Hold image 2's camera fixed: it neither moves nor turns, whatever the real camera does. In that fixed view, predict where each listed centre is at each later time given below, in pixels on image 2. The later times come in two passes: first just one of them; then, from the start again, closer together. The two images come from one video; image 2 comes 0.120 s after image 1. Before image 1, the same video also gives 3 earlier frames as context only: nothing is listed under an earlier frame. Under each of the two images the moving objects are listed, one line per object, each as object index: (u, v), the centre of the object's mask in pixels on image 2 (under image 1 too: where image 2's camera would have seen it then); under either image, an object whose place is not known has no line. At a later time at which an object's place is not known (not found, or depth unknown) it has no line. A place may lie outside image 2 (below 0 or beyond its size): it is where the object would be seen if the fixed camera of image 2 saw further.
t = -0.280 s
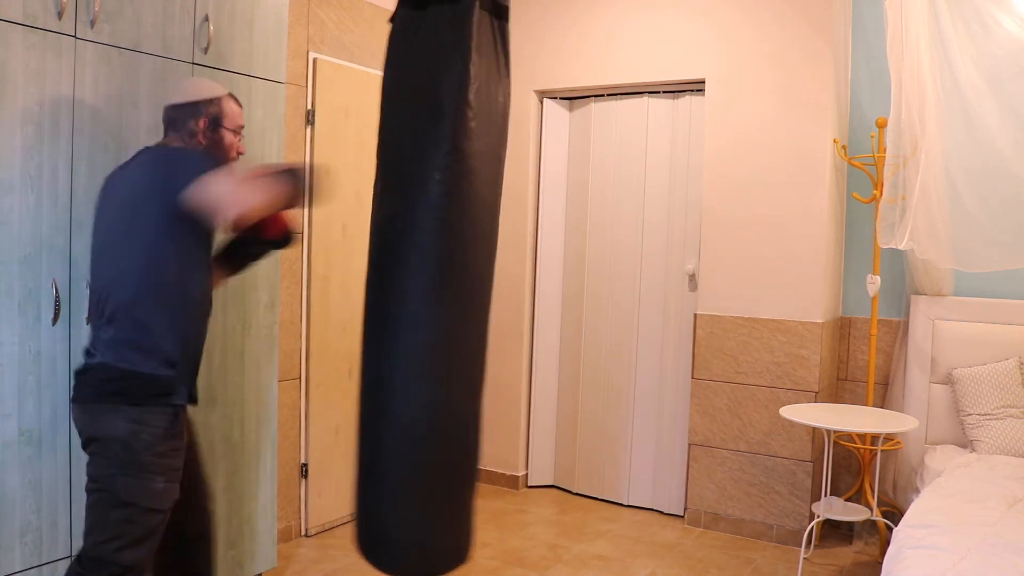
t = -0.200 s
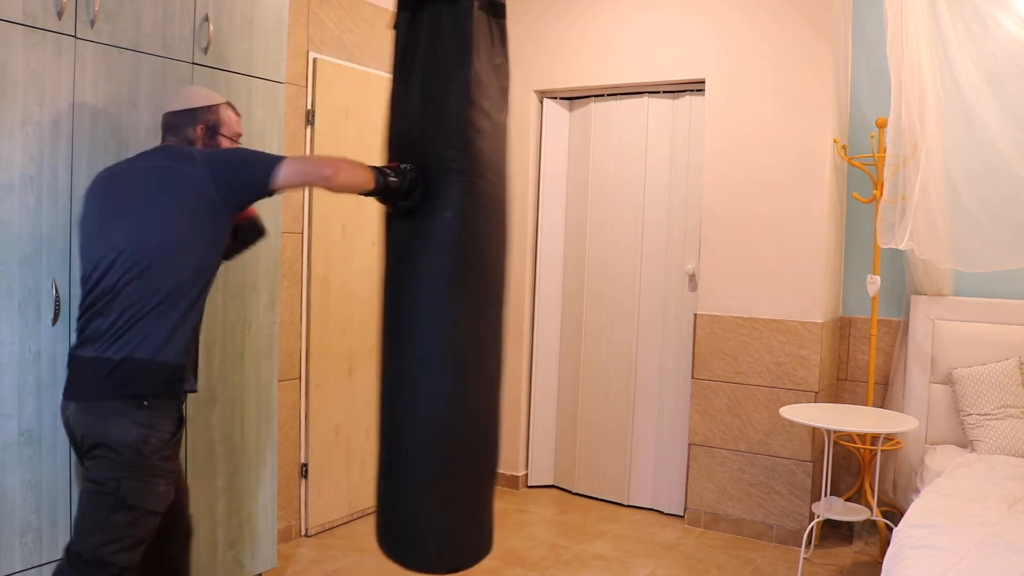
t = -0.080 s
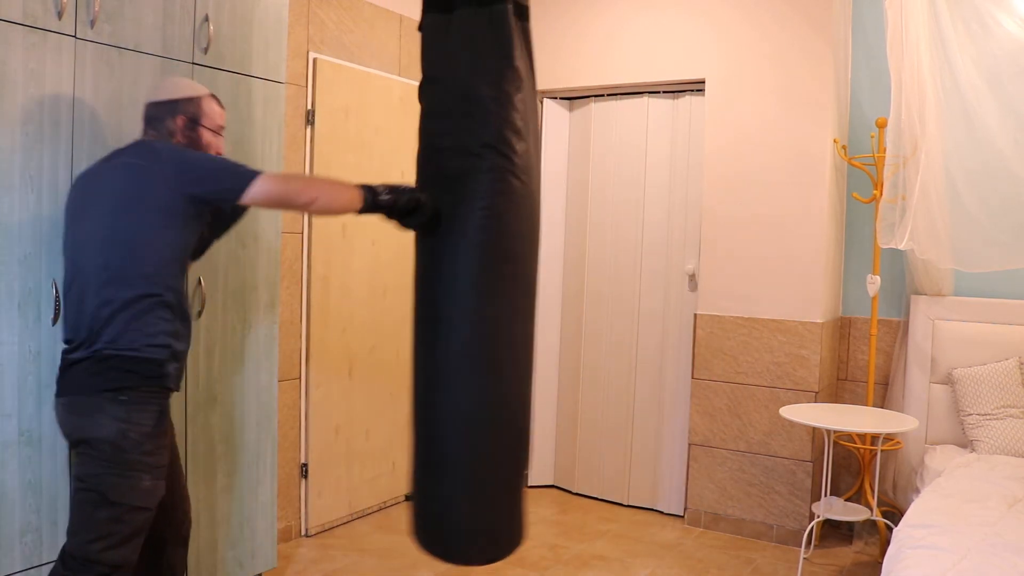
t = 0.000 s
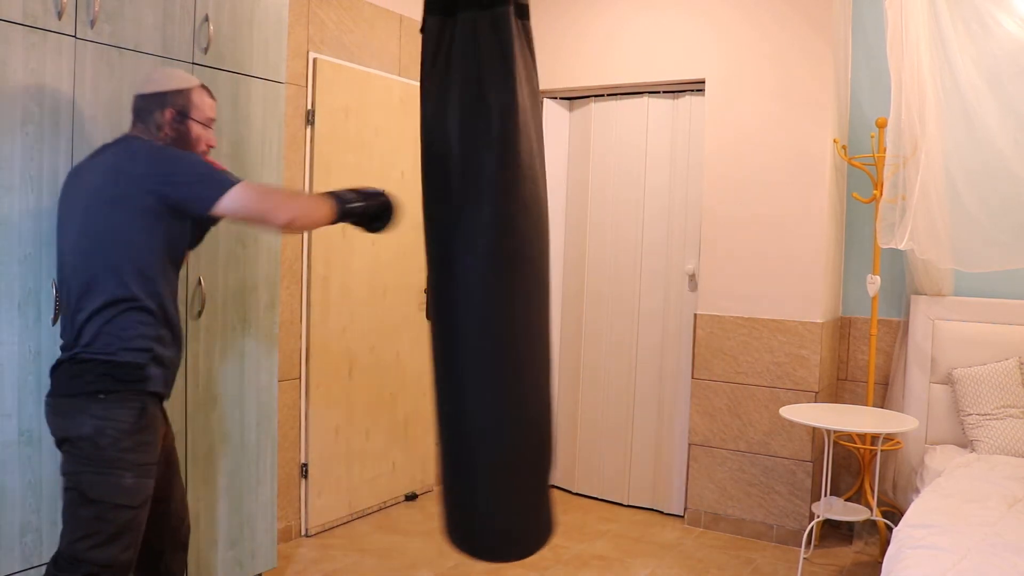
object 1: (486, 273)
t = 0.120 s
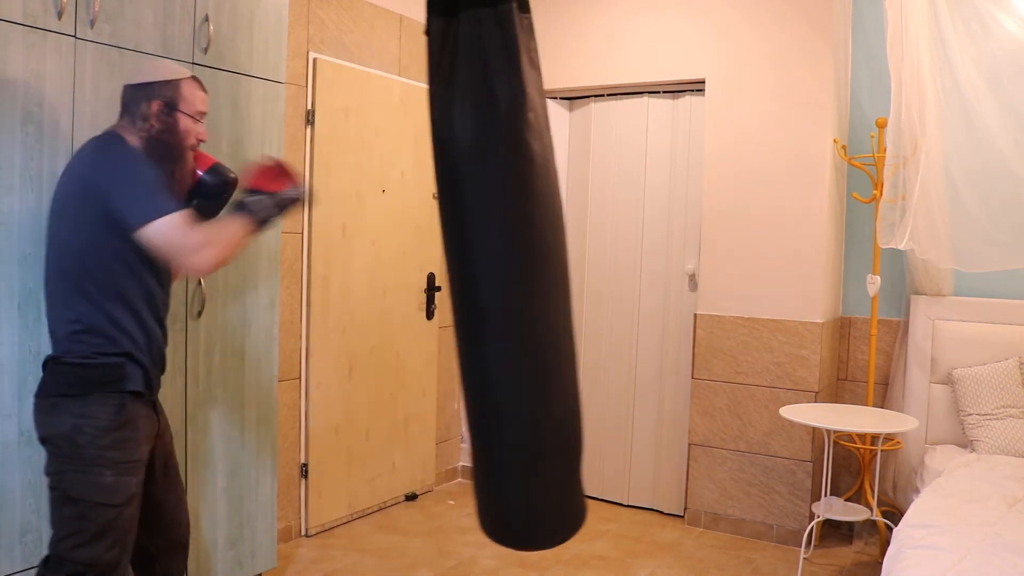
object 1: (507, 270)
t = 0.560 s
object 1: (532, 266)
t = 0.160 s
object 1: (511, 270)
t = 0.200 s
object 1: (516, 268)
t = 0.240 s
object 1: (520, 265)
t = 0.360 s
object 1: (531, 265)
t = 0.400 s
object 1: (532, 264)
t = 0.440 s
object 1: (533, 263)
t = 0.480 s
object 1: (533, 264)
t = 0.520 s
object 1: (533, 266)
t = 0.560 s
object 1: (532, 266)
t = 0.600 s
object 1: (531, 268)
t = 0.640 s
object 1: (531, 270)
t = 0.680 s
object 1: (525, 269)
